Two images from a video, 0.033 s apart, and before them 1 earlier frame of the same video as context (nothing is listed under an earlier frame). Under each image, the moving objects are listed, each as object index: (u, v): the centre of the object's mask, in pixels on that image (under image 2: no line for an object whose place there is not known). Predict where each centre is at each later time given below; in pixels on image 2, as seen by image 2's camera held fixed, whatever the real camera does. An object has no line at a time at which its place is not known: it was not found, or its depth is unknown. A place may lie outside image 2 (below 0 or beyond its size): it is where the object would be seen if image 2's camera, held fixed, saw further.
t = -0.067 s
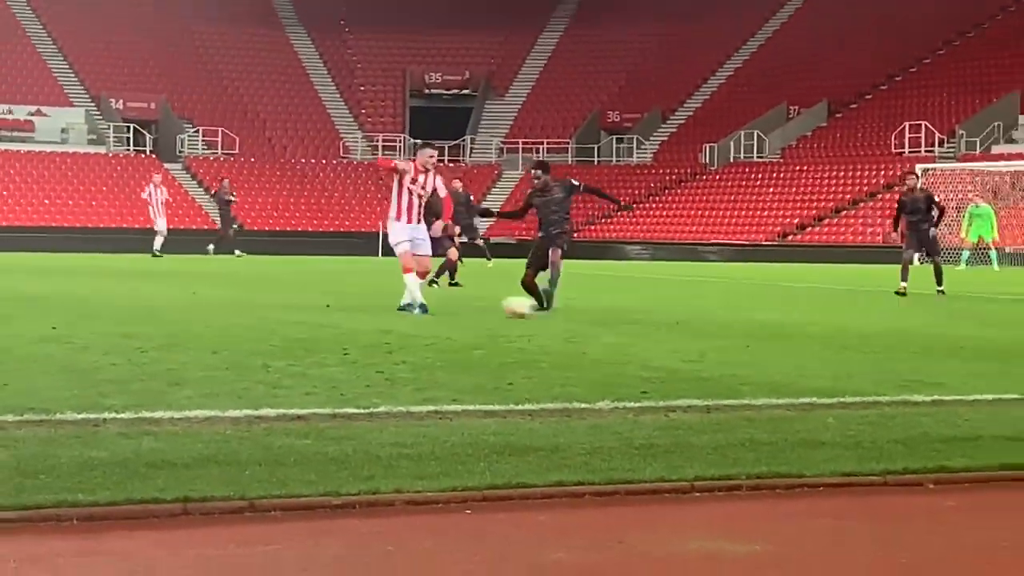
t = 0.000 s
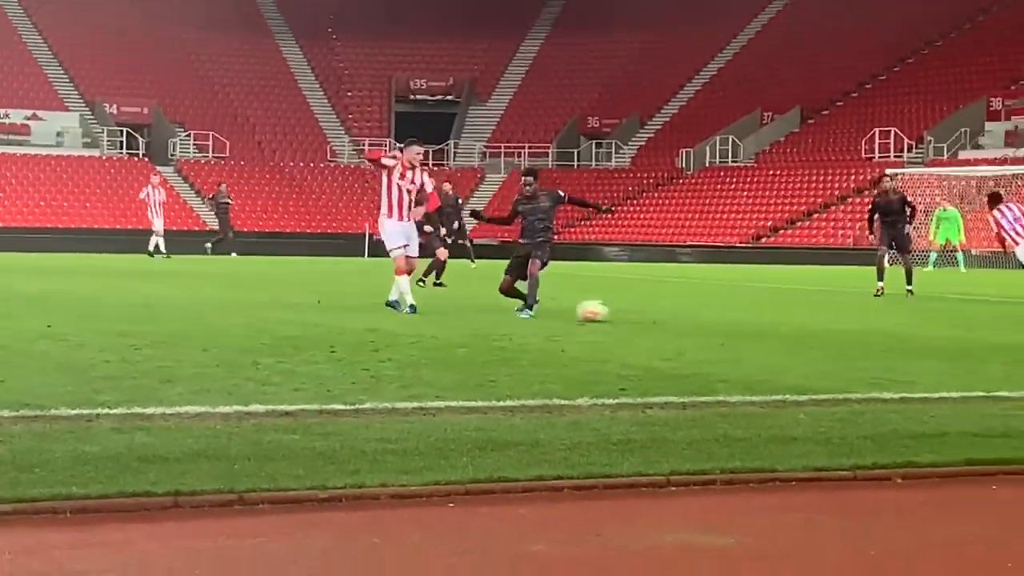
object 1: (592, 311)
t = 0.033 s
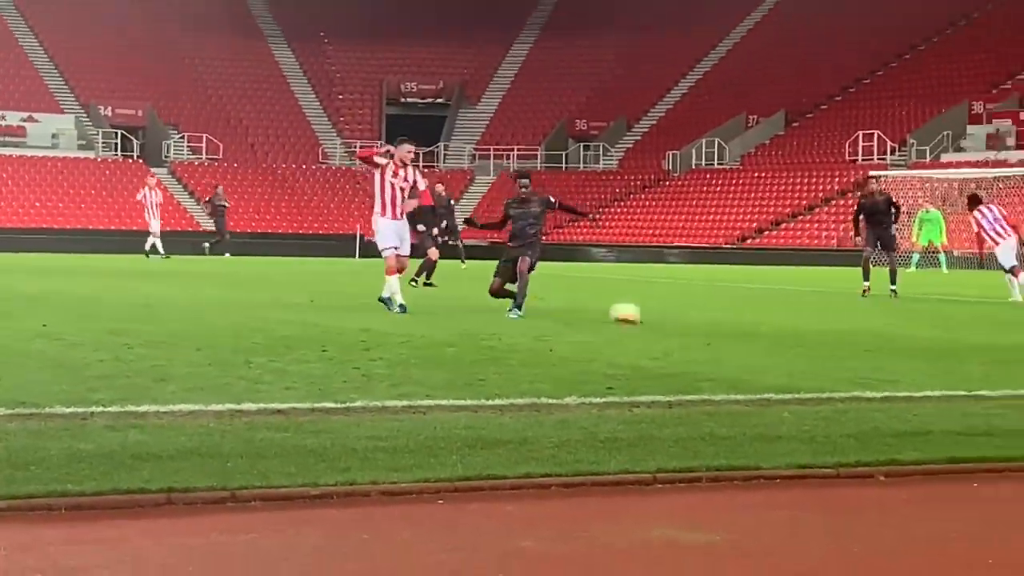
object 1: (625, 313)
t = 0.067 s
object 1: (668, 315)
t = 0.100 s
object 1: (710, 317)
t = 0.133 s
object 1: (752, 319)
